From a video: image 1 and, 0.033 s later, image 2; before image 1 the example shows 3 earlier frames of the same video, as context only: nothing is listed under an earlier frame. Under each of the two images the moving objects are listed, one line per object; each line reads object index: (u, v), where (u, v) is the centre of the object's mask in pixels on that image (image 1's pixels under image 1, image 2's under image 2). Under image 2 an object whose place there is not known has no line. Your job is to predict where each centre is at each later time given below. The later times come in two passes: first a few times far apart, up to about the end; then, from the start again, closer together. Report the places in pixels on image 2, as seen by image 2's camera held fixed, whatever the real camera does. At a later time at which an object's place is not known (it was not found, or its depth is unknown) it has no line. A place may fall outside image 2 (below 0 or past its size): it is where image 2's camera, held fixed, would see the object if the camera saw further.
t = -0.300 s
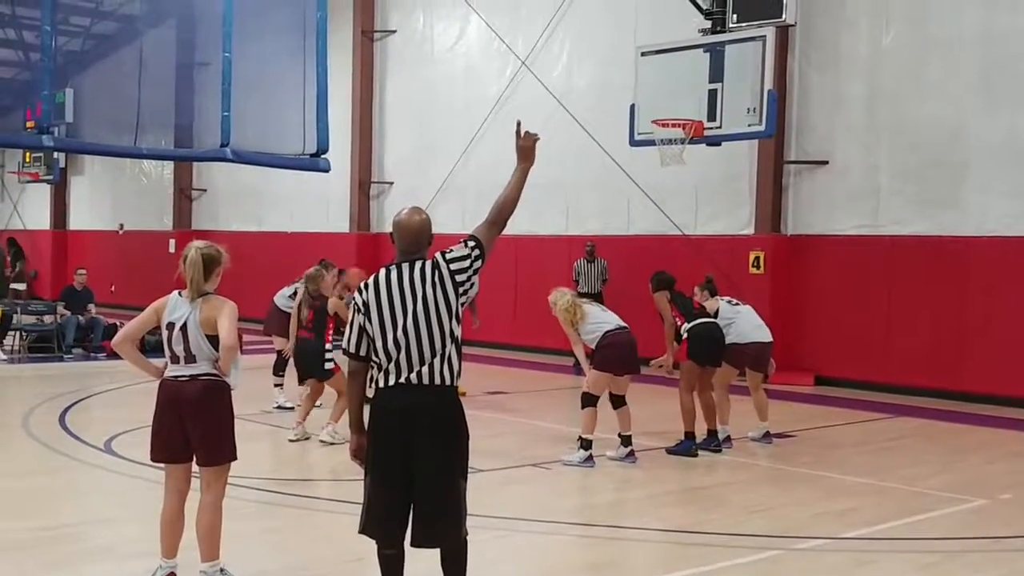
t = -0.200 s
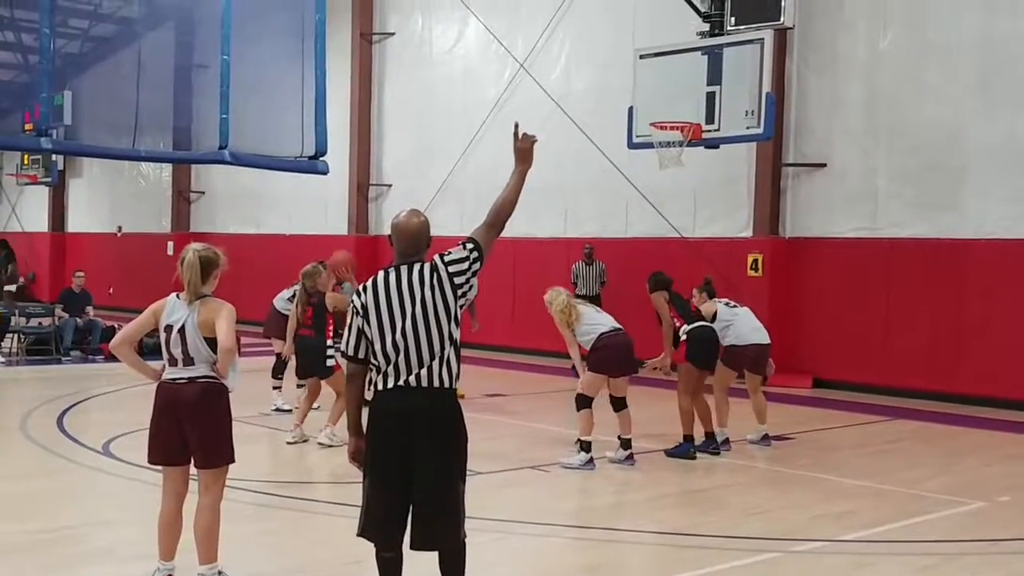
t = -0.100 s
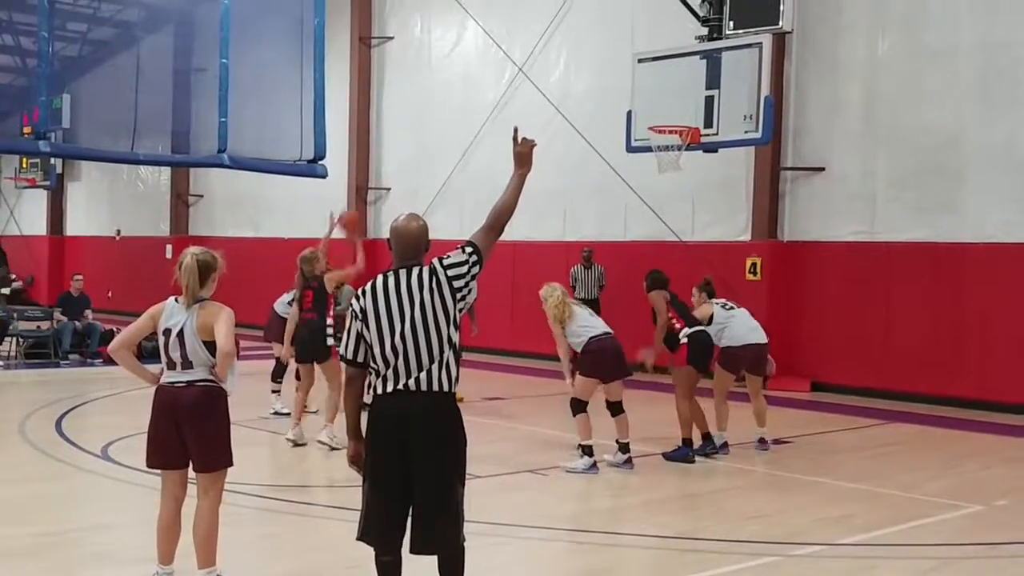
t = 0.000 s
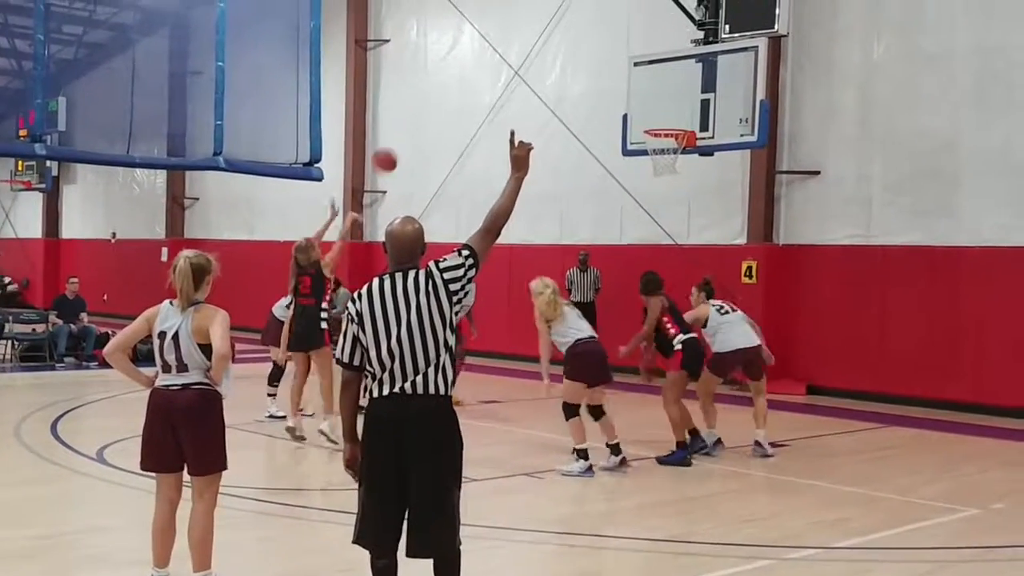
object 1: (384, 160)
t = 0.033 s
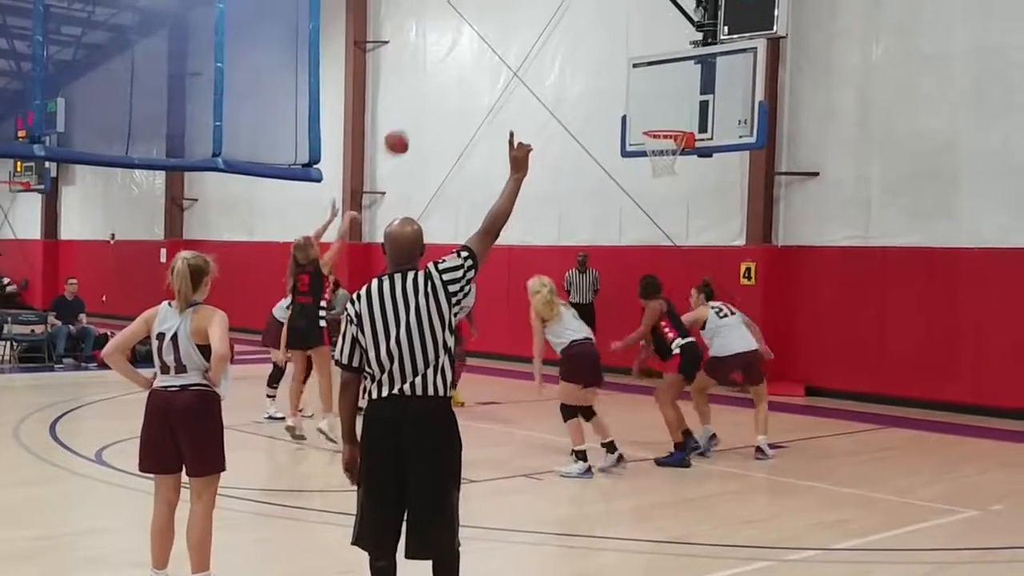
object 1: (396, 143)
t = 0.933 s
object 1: (661, 110)
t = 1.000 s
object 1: (670, 134)
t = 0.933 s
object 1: (661, 110)
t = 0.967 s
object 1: (669, 123)
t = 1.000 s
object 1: (670, 134)
